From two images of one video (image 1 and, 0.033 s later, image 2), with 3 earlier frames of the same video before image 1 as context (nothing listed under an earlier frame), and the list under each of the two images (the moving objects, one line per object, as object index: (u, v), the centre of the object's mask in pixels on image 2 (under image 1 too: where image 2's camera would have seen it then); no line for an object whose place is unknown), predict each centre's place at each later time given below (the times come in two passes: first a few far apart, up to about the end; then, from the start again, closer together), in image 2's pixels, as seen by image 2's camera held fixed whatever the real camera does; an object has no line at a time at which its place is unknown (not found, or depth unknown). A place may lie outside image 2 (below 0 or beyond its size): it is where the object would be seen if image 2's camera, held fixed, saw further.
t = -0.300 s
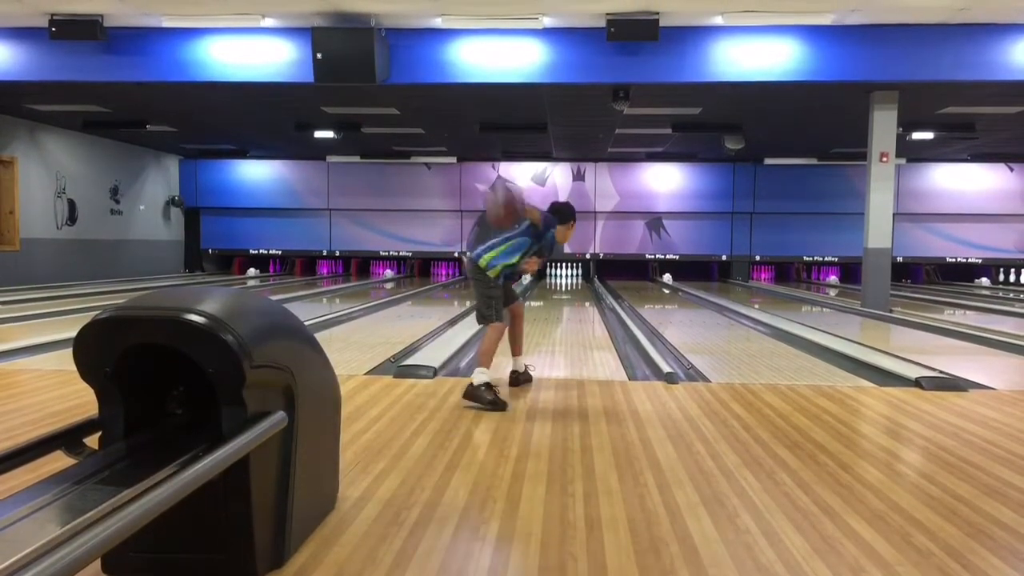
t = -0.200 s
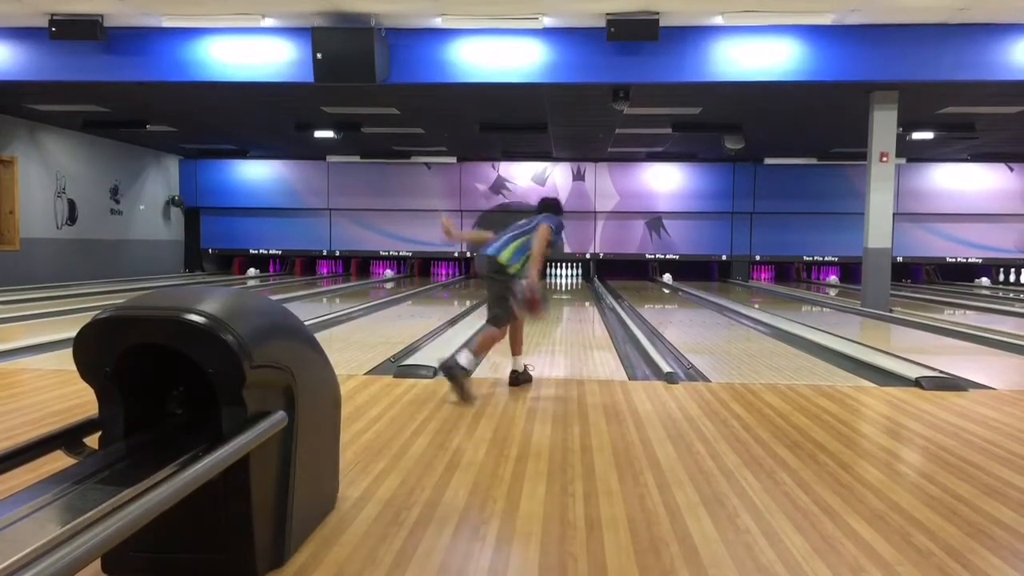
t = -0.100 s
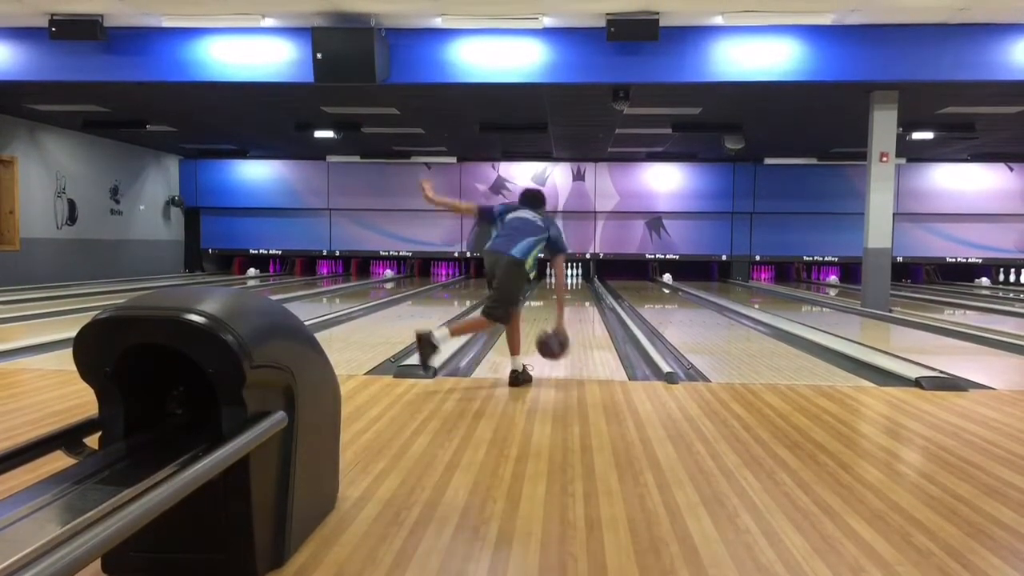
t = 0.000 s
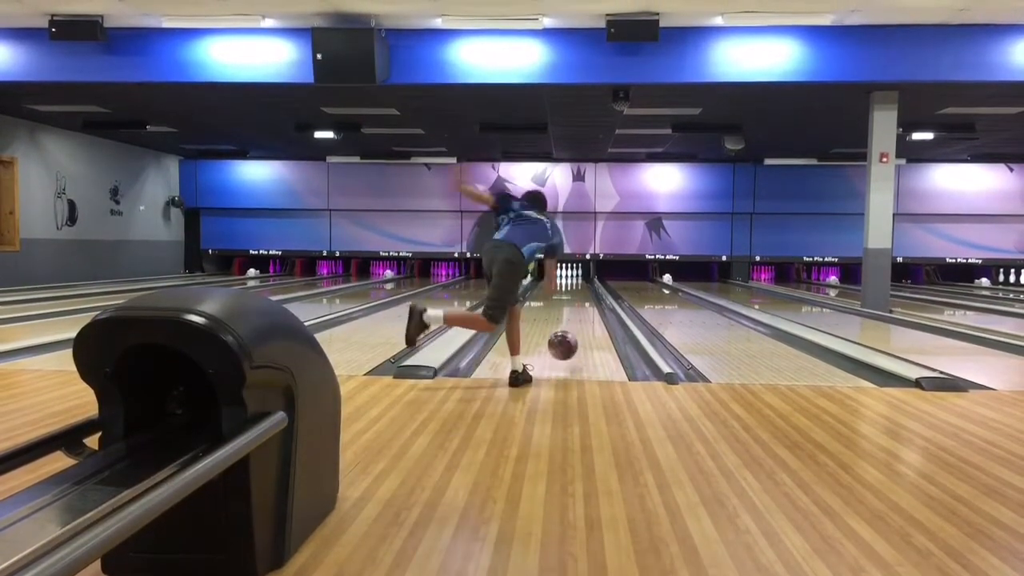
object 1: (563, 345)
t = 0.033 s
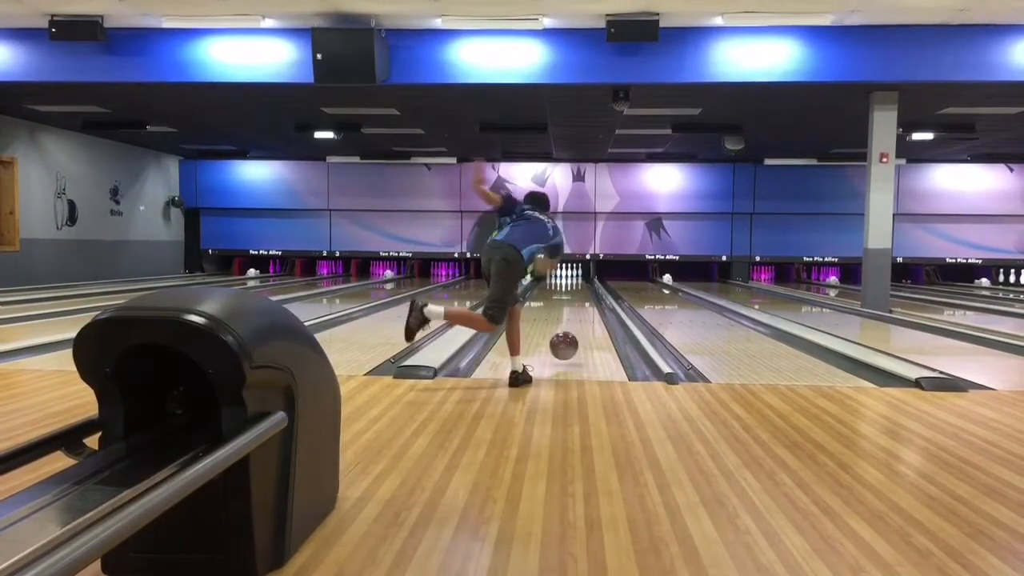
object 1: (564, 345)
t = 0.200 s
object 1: (568, 336)
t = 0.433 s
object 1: (572, 319)
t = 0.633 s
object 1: (575, 311)
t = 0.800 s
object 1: (576, 305)
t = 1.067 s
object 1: (578, 298)
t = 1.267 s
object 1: (579, 292)
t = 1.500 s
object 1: (578, 289)
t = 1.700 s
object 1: (578, 285)
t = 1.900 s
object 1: (577, 282)
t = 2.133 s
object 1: (577, 281)
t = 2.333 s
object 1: (575, 278)
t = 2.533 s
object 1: (573, 277)
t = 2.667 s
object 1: (570, 276)
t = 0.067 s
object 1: (564, 346)
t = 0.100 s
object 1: (565, 343)
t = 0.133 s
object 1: (567, 340)
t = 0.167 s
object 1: (568, 338)
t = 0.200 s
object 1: (568, 336)
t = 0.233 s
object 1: (569, 333)
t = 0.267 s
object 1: (569, 331)
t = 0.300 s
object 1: (571, 328)
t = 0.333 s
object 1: (571, 326)
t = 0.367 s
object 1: (571, 325)
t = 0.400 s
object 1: (572, 322)
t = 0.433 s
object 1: (572, 319)
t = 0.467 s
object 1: (573, 318)
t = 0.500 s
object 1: (573, 316)
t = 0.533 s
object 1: (572, 316)
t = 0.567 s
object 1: (574, 314)
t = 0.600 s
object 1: (574, 313)
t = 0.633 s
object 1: (575, 311)
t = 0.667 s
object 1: (575, 310)
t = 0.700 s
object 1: (575, 309)
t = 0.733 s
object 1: (576, 307)
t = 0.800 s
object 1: (576, 305)
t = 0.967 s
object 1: (578, 300)
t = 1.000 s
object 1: (577, 299)
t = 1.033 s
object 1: (577, 298)
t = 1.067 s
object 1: (578, 298)
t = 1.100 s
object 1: (579, 296)
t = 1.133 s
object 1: (579, 297)
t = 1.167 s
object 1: (579, 295)
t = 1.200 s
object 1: (577, 293)
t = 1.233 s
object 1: (578, 292)
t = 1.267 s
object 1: (579, 292)
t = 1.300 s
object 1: (578, 292)
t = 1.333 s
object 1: (579, 292)
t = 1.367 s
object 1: (579, 290)
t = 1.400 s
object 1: (578, 289)
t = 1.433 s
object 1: (577, 290)
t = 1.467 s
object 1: (578, 290)
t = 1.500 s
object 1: (578, 289)
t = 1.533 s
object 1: (579, 288)
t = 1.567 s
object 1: (578, 287)
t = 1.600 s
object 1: (577, 287)
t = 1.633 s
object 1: (578, 286)
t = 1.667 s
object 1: (577, 287)
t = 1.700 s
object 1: (578, 285)
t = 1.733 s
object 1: (578, 285)
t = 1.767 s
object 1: (578, 284)
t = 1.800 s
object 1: (577, 284)
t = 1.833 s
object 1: (577, 284)
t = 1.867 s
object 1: (577, 283)
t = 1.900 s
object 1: (577, 282)
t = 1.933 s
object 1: (577, 282)
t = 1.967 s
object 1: (577, 282)
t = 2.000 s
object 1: (578, 282)
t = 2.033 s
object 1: (578, 281)
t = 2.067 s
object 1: (577, 281)
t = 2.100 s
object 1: (577, 281)
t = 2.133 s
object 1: (577, 281)
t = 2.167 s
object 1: (577, 280)
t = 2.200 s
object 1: (577, 280)
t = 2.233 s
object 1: (577, 280)
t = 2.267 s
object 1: (576, 280)
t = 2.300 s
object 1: (576, 280)
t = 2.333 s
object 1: (575, 278)
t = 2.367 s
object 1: (575, 278)
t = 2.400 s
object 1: (575, 278)
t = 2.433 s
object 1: (574, 277)
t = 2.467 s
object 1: (574, 277)
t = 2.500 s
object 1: (573, 277)
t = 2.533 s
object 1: (573, 277)
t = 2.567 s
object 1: (572, 276)
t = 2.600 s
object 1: (571, 276)
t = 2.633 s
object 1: (571, 276)
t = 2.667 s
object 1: (570, 276)
